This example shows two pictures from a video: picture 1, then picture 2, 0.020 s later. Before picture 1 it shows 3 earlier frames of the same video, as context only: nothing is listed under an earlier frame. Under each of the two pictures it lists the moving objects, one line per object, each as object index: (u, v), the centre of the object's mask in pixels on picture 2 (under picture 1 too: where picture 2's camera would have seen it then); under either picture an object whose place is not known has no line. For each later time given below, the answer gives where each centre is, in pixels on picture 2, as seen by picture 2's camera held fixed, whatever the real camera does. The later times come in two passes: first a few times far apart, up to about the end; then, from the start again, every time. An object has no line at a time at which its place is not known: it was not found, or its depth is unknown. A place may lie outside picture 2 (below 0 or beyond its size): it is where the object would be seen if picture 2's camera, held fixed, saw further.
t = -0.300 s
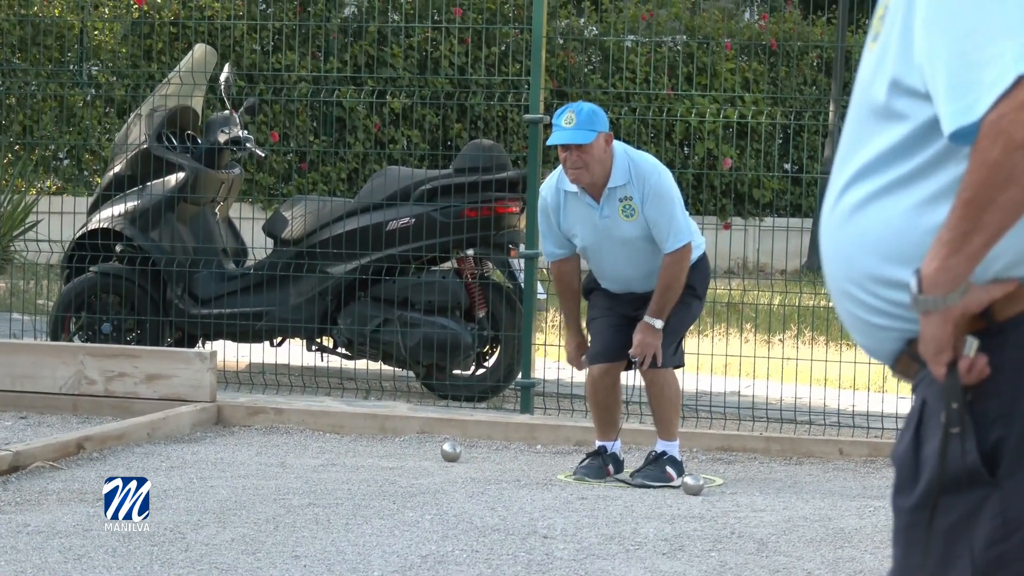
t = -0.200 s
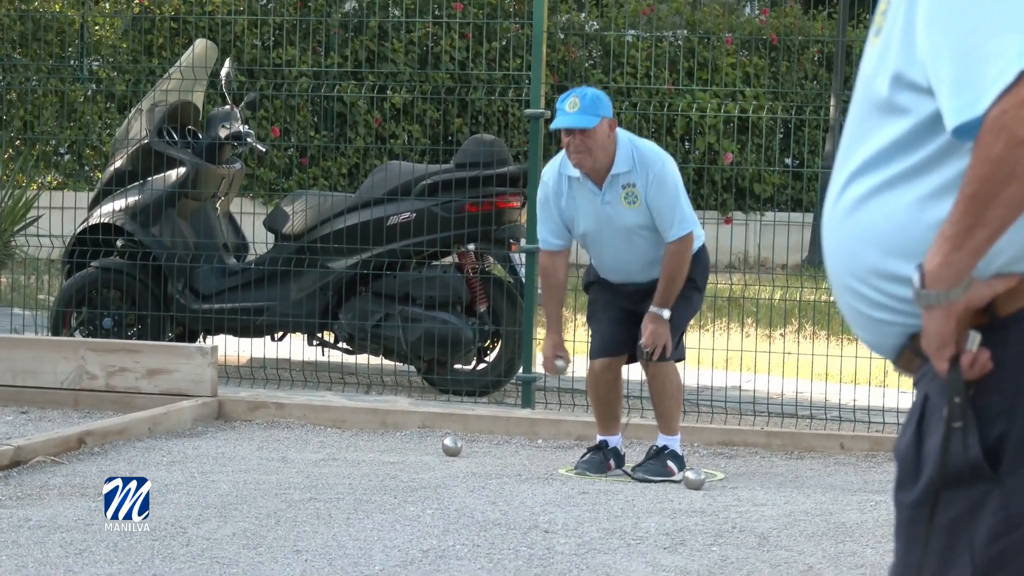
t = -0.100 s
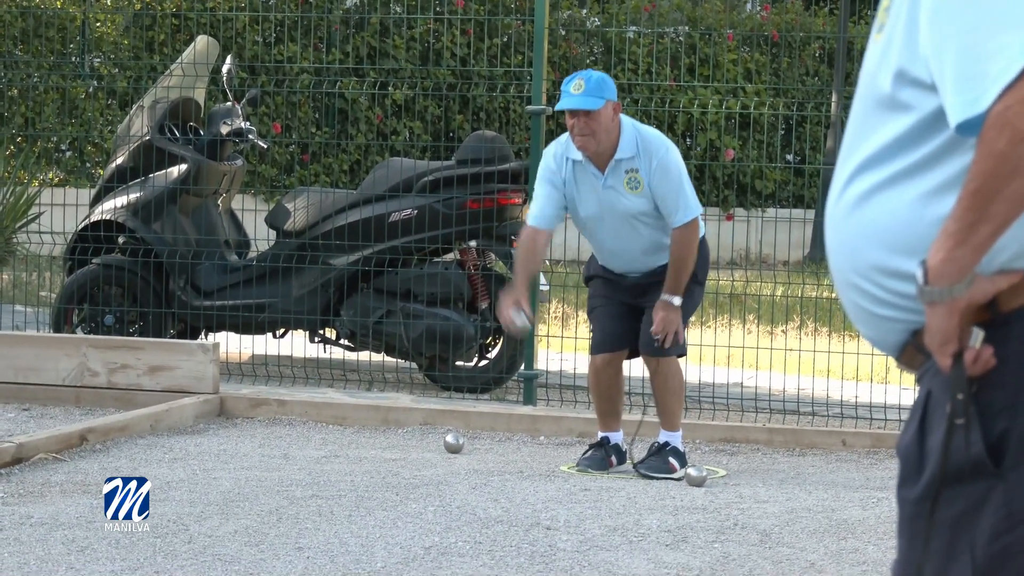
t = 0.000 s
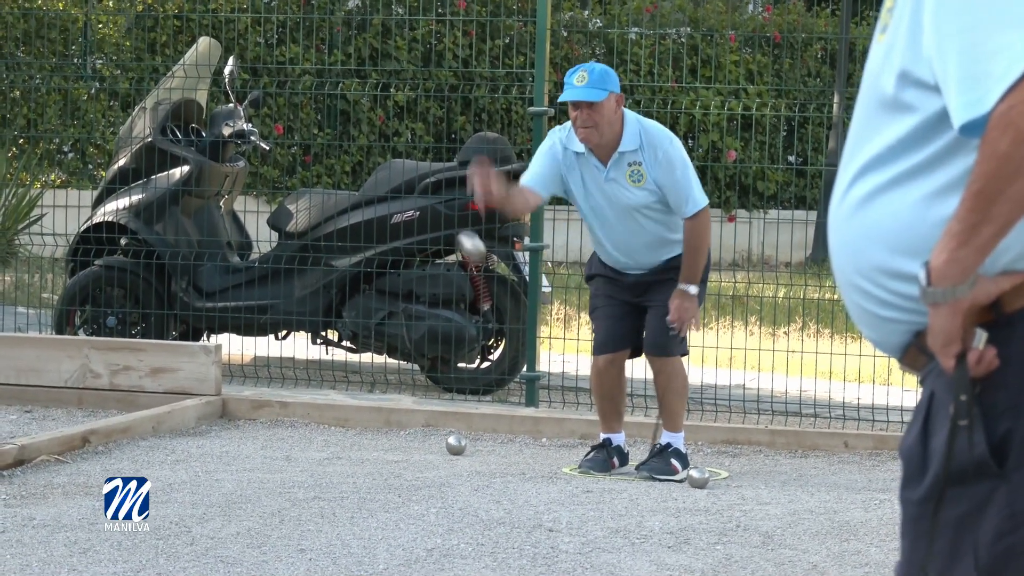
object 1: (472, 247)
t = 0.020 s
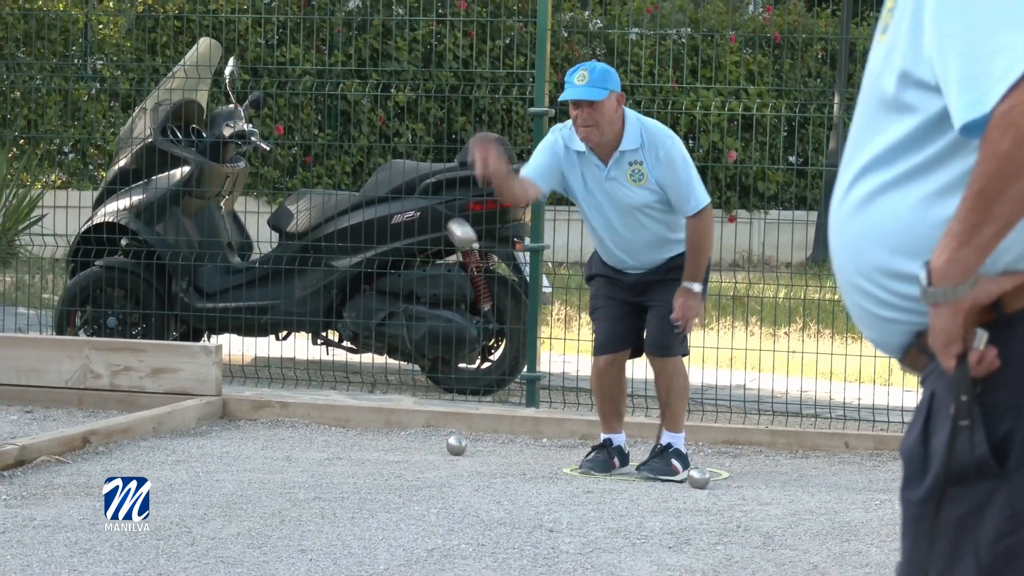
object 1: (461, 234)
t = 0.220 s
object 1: (347, 171)
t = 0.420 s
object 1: (203, 256)
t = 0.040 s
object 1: (451, 222)
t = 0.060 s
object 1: (441, 212)
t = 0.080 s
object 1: (430, 203)
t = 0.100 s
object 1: (419, 195)
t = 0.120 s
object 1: (407, 186)
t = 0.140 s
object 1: (388, 183)
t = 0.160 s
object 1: (383, 179)
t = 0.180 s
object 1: (373, 176)
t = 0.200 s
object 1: (360, 172)
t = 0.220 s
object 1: (347, 171)
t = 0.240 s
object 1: (335, 173)
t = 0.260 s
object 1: (322, 175)
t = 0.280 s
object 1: (307, 180)
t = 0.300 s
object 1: (294, 185)
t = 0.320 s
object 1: (281, 192)
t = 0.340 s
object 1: (265, 199)
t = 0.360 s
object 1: (250, 209)
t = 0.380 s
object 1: (232, 226)
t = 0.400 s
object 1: (219, 238)
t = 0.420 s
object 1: (203, 256)
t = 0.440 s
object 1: (186, 275)
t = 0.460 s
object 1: (169, 294)
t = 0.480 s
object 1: (152, 317)
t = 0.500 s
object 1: (135, 338)
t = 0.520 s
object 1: (115, 367)
